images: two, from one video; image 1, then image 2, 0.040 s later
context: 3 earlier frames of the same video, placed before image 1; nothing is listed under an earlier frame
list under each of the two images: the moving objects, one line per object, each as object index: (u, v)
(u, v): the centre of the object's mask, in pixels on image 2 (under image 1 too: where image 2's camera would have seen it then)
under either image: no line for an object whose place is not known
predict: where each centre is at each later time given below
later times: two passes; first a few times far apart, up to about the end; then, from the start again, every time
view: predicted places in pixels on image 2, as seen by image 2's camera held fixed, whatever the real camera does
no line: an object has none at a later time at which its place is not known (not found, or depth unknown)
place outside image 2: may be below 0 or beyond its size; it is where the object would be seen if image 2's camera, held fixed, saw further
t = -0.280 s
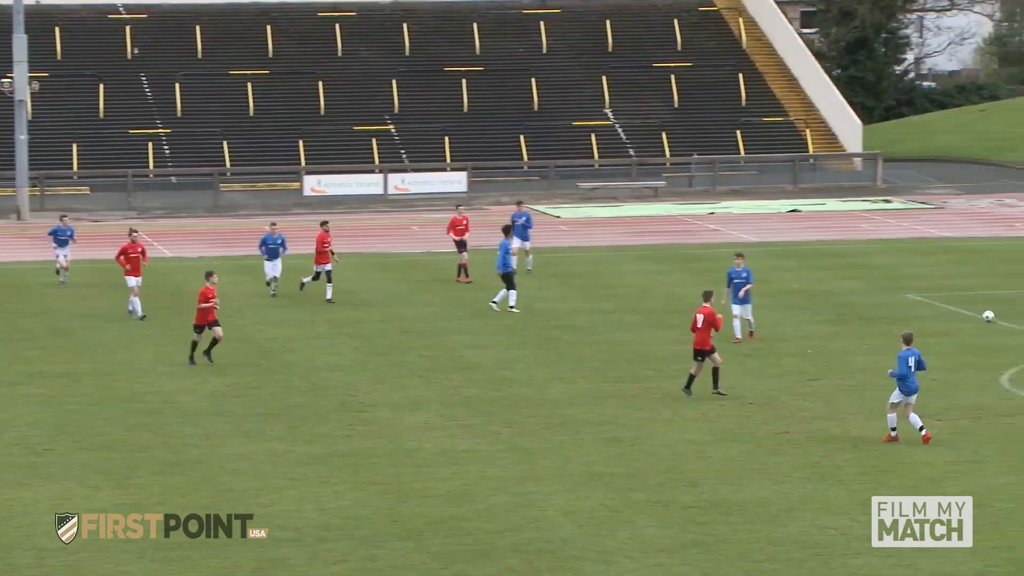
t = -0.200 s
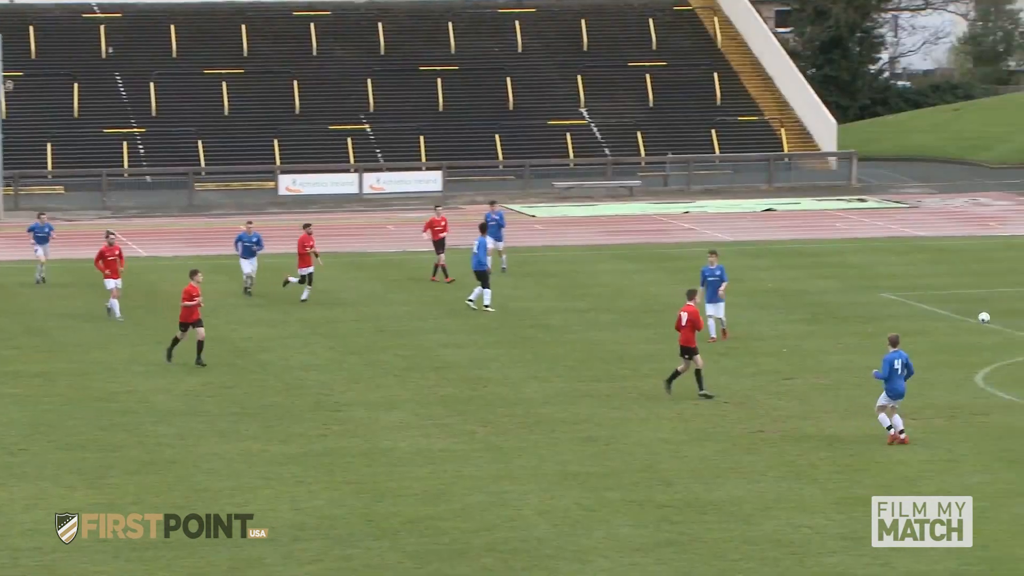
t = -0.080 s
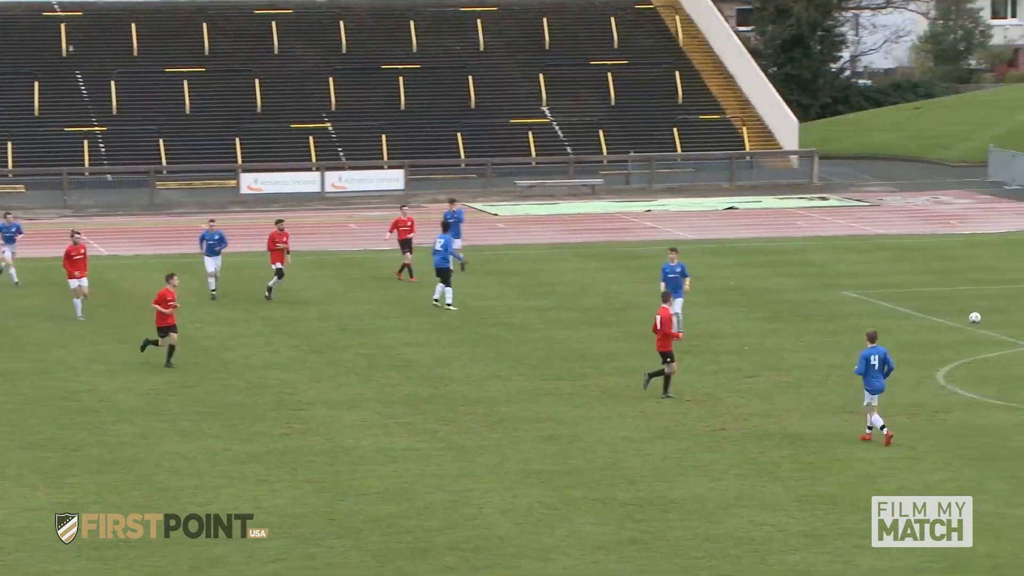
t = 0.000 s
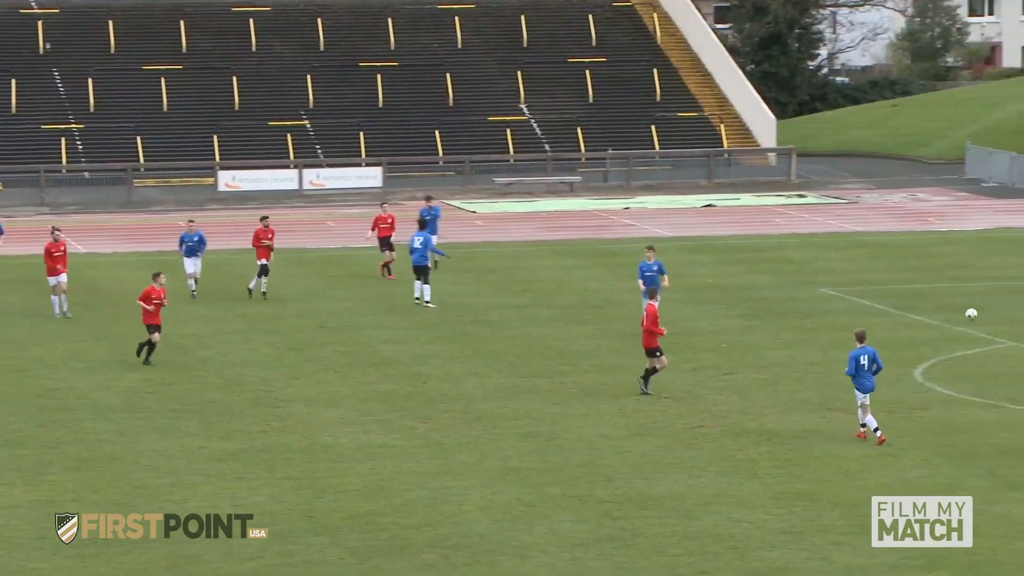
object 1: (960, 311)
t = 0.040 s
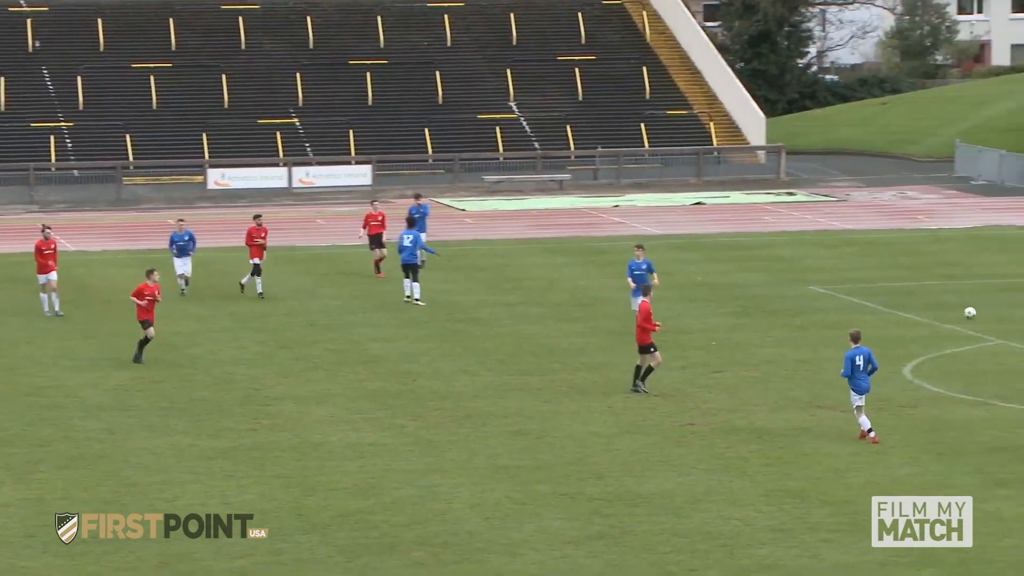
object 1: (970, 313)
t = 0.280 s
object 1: (1028, 319)
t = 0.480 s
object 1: (1077, 321)
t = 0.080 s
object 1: (980, 314)
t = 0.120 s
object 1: (990, 316)
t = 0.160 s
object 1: (999, 316)
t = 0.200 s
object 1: (1009, 315)
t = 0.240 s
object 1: (1019, 317)
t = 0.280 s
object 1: (1028, 319)
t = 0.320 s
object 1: (1037, 319)
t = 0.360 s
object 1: (1047, 319)
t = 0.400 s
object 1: (1057, 320)
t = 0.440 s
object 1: (1067, 321)
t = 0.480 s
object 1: (1077, 321)
